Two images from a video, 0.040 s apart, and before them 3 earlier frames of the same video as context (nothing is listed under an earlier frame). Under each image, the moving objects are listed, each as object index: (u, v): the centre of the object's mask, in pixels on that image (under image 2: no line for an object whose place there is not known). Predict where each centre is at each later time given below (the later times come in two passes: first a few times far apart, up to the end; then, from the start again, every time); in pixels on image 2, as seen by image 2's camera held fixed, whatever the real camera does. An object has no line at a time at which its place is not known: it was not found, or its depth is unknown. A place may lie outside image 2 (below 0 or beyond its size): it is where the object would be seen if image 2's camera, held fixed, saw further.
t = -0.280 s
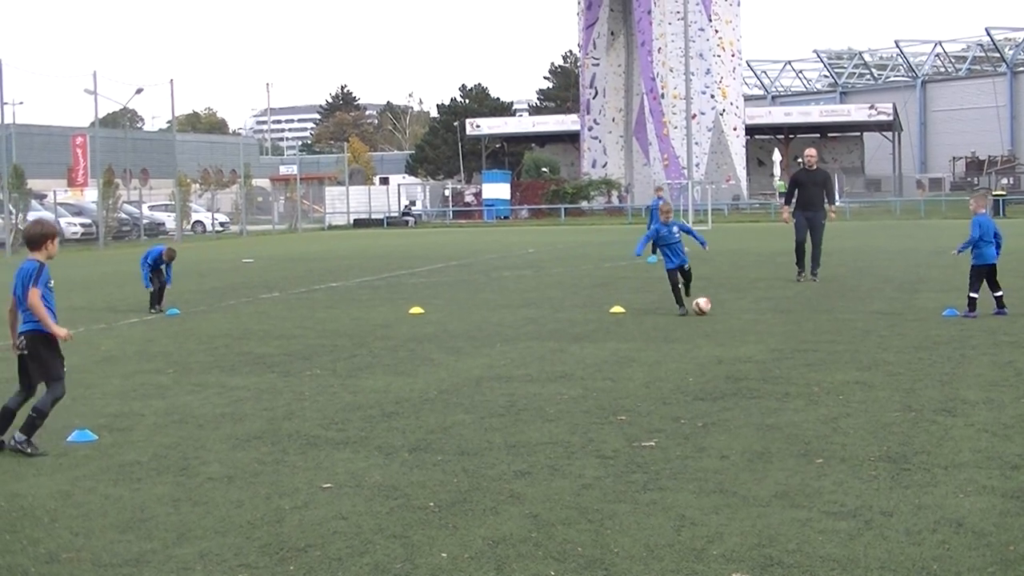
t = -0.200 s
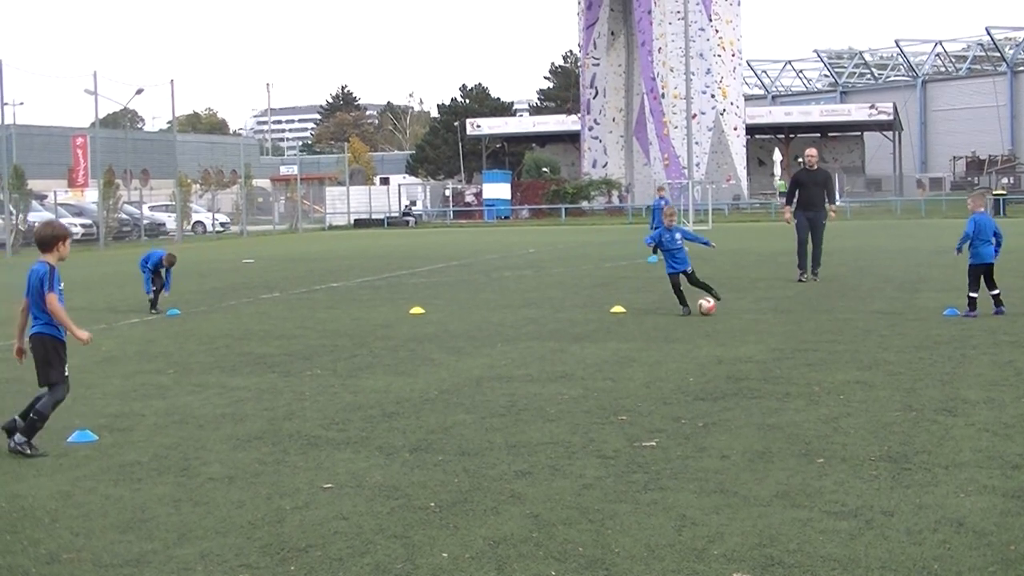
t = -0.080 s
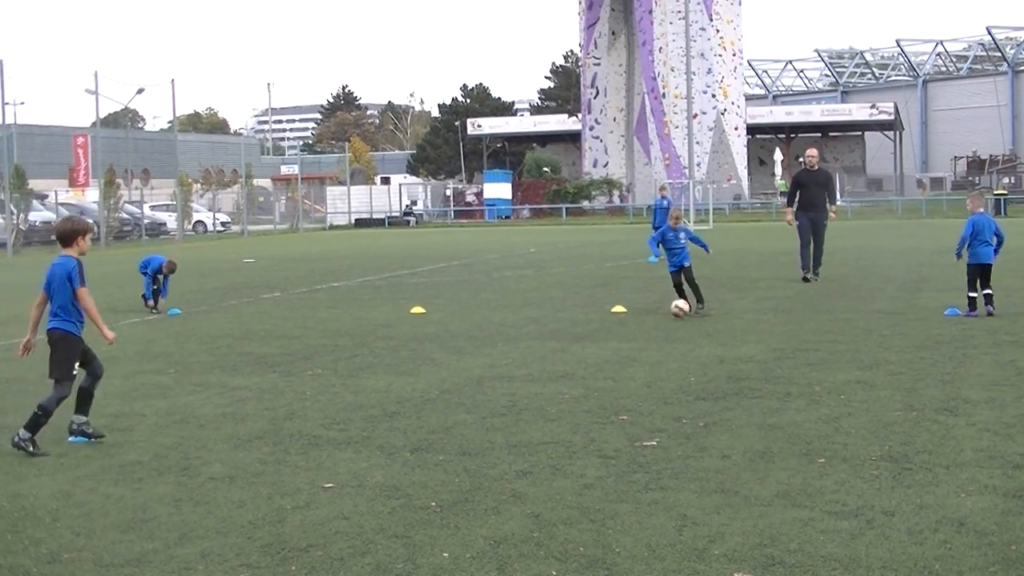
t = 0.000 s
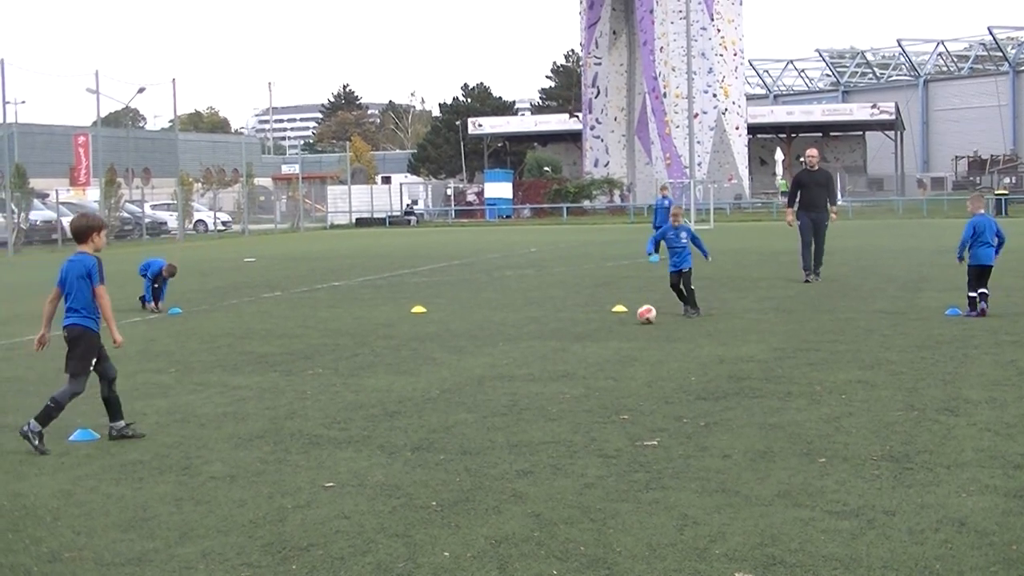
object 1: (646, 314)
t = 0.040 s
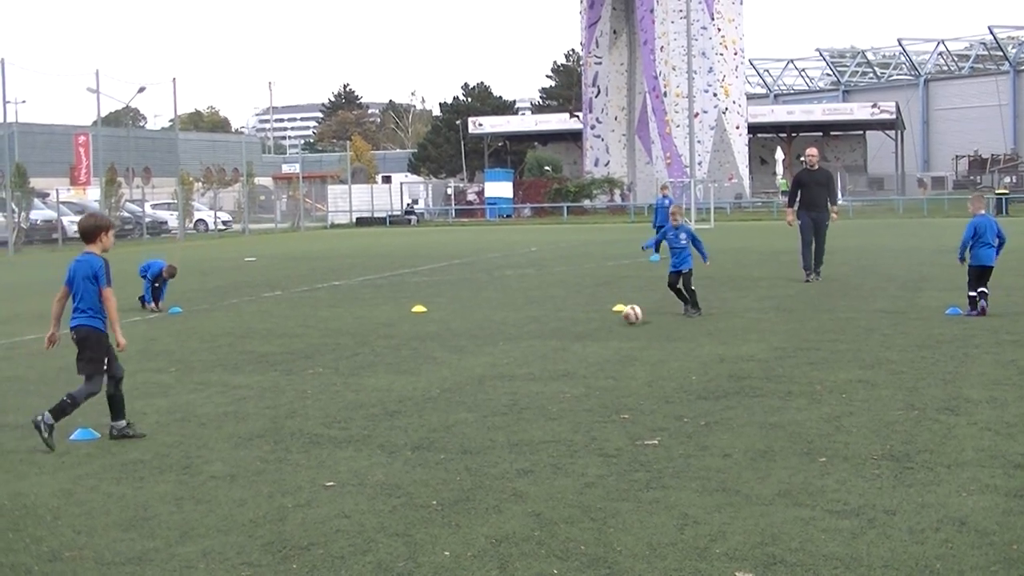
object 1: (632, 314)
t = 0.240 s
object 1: (558, 321)
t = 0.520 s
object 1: (471, 338)
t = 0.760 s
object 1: (391, 350)
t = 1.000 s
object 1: (306, 364)
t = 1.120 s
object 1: (261, 371)
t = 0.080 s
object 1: (616, 316)
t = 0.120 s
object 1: (600, 319)
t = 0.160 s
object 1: (586, 320)
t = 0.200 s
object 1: (572, 320)
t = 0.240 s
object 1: (558, 321)
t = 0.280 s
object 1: (544, 325)
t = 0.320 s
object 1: (530, 330)
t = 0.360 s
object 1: (519, 328)
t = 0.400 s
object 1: (507, 329)
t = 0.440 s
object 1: (495, 332)
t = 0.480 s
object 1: (483, 336)
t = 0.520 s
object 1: (471, 338)
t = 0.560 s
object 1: (457, 339)
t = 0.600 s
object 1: (444, 343)
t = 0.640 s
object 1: (431, 345)
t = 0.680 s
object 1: (418, 346)
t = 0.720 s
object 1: (405, 349)
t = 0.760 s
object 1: (391, 350)
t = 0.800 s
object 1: (378, 352)
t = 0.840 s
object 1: (363, 356)
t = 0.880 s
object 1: (349, 357)
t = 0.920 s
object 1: (336, 359)
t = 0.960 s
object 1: (322, 362)
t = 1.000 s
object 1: (306, 364)
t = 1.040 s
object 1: (292, 366)
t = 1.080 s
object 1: (277, 368)
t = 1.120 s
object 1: (261, 371)
